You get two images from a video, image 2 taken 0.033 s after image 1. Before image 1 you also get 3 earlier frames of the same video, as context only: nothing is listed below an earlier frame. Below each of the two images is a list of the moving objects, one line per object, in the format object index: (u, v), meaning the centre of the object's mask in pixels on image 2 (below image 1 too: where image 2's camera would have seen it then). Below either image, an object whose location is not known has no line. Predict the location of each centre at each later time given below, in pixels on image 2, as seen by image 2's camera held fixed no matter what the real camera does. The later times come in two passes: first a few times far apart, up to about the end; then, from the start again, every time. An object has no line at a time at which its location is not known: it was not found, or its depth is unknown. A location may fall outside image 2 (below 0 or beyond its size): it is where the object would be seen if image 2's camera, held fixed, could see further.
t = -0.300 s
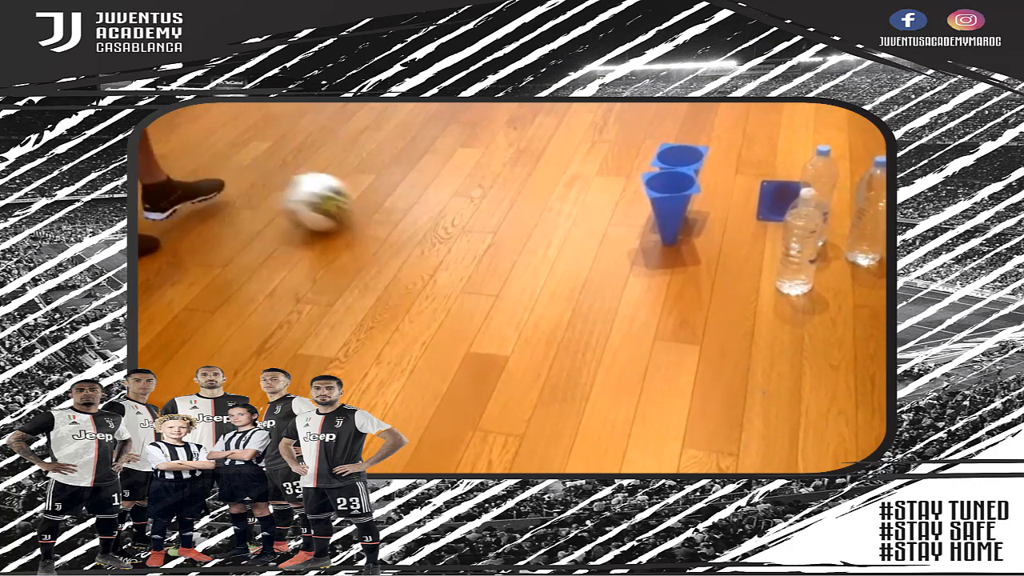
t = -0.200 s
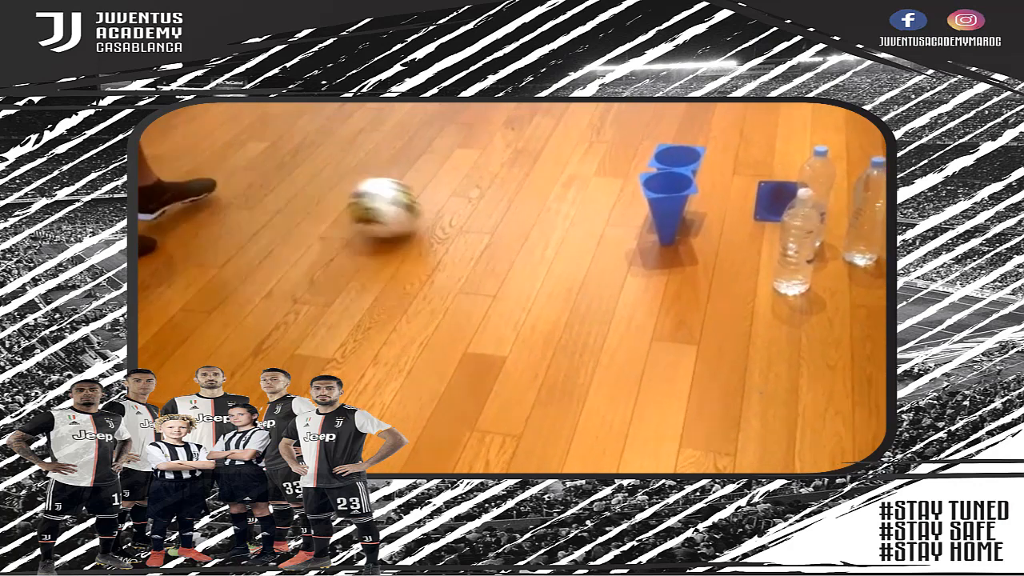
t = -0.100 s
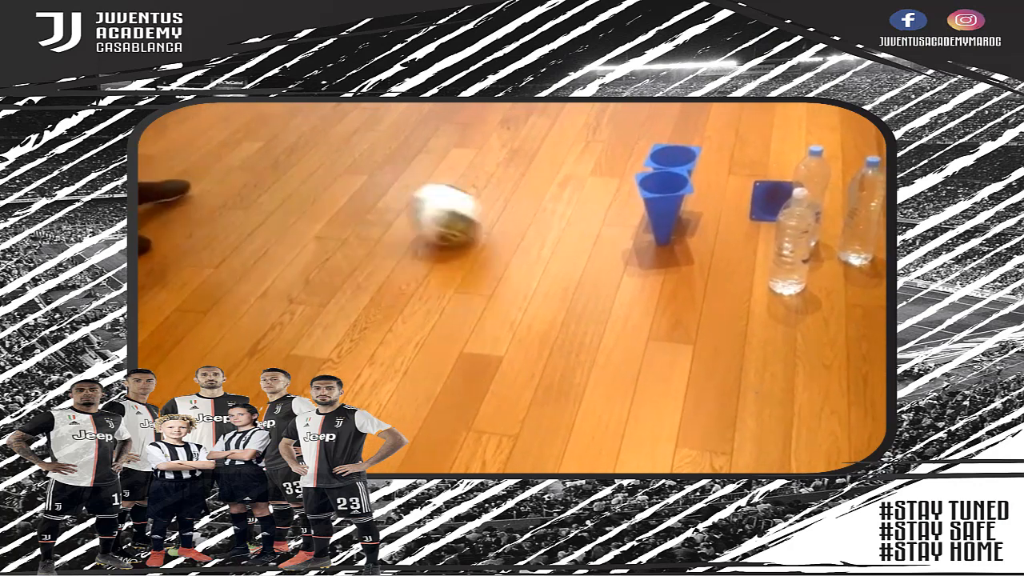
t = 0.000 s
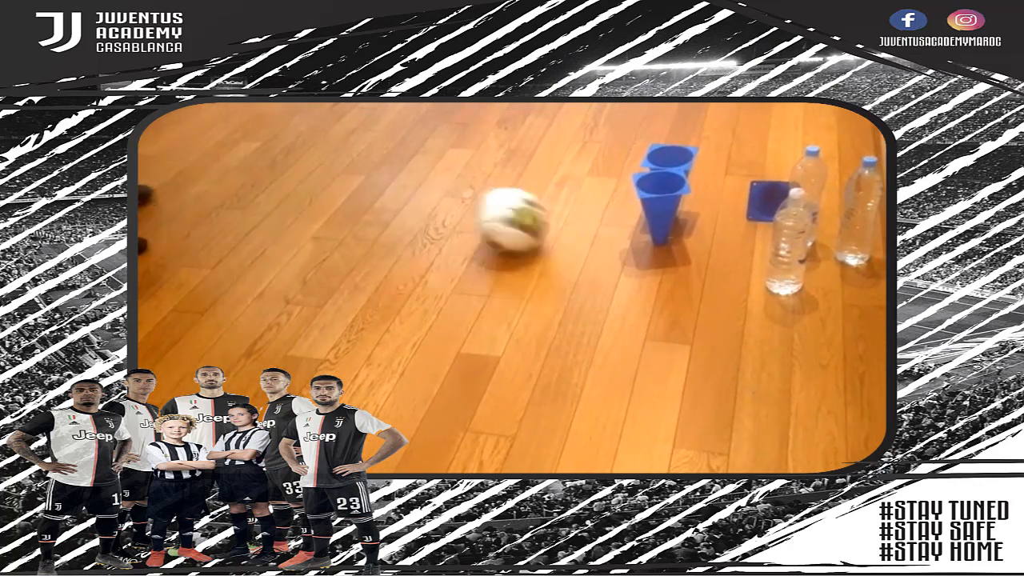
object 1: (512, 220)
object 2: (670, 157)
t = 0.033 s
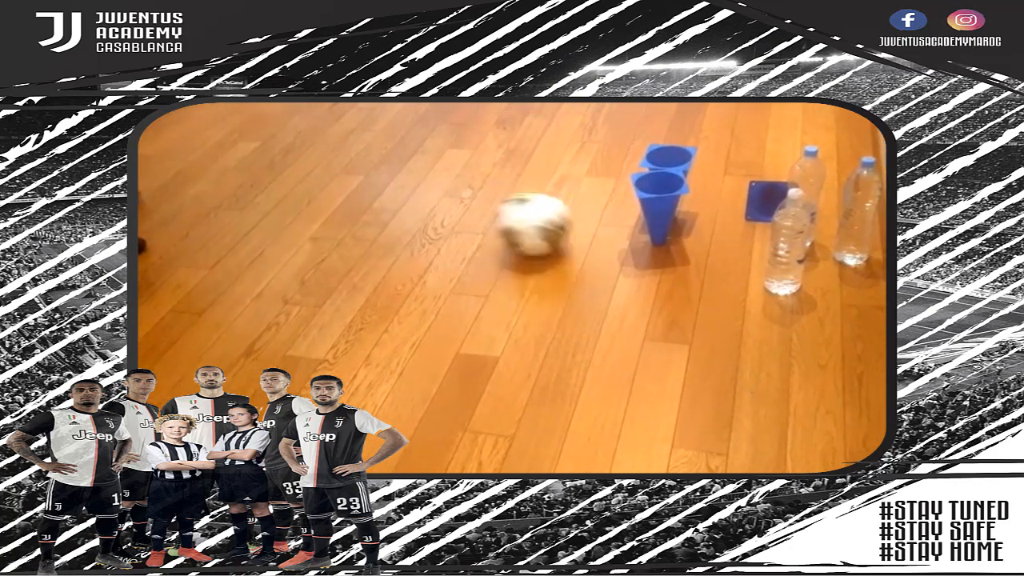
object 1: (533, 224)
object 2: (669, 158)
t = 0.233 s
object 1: (661, 239)
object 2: (664, 169)
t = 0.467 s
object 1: (697, 244)
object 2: (670, 174)
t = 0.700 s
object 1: (674, 247)
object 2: (687, 169)
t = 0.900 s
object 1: (657, 249)
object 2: (709, 173)
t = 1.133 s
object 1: (640, 247)
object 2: (711, 174)
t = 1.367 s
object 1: (626, 245)
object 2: (714, 178)
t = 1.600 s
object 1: (616, 239)
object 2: (717, 178)
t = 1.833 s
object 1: (608, 235)
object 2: (720, 178)
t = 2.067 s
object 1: (605, 229)
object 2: (724, 177)
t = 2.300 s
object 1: (607, 225)
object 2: (727, 177)
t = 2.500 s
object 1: (615, 223)
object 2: (729, 177)
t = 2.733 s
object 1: (626, 223)
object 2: (730, 178)
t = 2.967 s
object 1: (639, 225)
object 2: (730, 178)
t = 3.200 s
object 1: (650, 229)
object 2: (729, 179)
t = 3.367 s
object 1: (658, 232)
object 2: (728, 179)
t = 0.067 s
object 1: (554, 227)
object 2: (668, 158)
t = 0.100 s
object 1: (579, 228)
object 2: (666, 158)
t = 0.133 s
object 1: (602, 229)
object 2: (665, 158)
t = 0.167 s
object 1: (623, 233)
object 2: (663, 157)
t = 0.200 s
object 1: (642, 236)
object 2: (661, 167)
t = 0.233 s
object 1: (661, 239)
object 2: (664, 169)
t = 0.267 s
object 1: (681, 241)
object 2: (665, 170)
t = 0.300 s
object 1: (705, 245)
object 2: (666, 173)
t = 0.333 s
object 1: (721, 247)
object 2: (667, 173)
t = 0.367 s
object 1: (717, 241)
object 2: (667, 173)
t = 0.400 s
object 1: (711, 239)
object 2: (668, 173)
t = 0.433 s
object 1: (704, 240)
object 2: (669, 174)
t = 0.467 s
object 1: (697, 244)
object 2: (670, 174)
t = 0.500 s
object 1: (692, 247)
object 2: (672, 172)
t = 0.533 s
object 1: (690, 244)
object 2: (674, 170)
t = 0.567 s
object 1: (686, 243)
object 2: (676, 171)
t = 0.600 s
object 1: (683, 246)
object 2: (677, 175)
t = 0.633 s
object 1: (680, 249)
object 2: (680, 174)
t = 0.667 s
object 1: (676, 247)
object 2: (684, 170)
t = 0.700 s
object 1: (674, 247)
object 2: (687, 169)
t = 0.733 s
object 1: (671, 250)
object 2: (691, 170)
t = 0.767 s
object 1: (668, 248)
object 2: (696, 170)
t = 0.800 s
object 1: (665, 248)
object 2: (700, 171)
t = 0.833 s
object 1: (663, 250)
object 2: (704, 171)
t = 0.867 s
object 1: (660, 249)
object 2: (707, 172)
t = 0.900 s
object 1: (657, 249)
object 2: (709, 173)
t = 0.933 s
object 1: (655, 249)
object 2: (710, 173)
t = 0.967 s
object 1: (653, 250)
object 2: (711, 174)
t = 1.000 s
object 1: (650, 249)
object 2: (710, 174)
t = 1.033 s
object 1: (647, 249)
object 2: (711, 174)
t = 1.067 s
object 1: (645, 248)
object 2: (711, 174)
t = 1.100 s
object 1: (642, 248)
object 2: (711, 174)
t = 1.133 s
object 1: (640, 247)
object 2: (711, 174)
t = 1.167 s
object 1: (637, 247)
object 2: (712, 175)
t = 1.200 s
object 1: (635, 247)
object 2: (712, 175)
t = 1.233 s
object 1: (633, 247)
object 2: (713, 176)
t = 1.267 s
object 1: (631, 246)
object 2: (713, 177)
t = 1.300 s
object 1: (629, 246)
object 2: (714, 177)
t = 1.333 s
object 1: (628, 245)
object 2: (714, 177)
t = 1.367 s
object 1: (626, 245)
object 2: (714, 178)
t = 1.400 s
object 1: (624, 244)
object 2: (715, 178)
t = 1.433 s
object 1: (622, 244)
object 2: (715, 178)
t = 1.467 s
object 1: (621, 242)
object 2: (715, 178)
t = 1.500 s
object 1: (619, 241)
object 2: (715, 178)
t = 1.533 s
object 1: (618, 242)
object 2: (716, 178)
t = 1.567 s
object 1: (617, 241)
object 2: (716, 178)
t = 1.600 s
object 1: (616, 239)
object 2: (717, 178)
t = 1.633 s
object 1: (614, 238)
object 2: (717, 178)
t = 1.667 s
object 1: (613, 238)
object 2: (717, 177)
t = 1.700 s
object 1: (612, 237)
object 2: (718, 177)
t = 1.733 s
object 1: (611, 237)
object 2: (718, 177)
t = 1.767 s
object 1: (611, 236)
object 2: (719, 177)
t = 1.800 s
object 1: (610, 236)
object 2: (720, 178)
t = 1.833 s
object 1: (608, 235)
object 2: (720, 178)
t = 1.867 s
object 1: (609, 235)
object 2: (721, 178)
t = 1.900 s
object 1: (608, 234)
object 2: (722, 178)
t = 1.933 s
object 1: (607, 233)
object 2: (722, 178)
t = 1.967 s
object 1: (607, 232)
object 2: (723, 178)
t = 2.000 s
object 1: (606, 231)
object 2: (723, 178)
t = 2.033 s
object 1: (606, 230)
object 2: (723, 177)
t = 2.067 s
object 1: (605, 229)
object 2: (724, 177)
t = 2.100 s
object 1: (605, 228)
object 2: (724, 177)
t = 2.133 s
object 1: (605, 228)
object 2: (725, 177)
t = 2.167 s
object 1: (606, 227)
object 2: (725, 177)
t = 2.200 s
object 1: (606, 226)
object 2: (726, 177)
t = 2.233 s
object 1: (606, 226)
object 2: (726, 177)
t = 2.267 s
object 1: (606, 226)
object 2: (726, 177)
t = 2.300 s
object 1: (607, 225)
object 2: (727, 177)
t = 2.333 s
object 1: (607, 225)
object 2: (727, 177)
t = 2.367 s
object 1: (609, 225)
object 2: (727, 177)
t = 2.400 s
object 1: (611, 224)
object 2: (728, 177)
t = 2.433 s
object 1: (611, 224)
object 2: (728, 177)
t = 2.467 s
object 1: (613, 223)
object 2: (728, 177)
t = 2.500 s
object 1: (615, 223)
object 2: (729, 177)
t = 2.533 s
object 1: (617, 223)
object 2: (729, 177)
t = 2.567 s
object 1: (618, 223)
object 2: (730, 177)
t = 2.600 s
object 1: (619, 223)
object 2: (730, 177)
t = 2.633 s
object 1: (621, 223)
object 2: (730, 177)
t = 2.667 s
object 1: (623, 223)
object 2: (730, 177)
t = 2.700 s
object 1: (625, 223)
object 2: (730, 177)
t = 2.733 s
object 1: (626, 223)
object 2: (730, 178)
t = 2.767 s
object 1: (628, 223)
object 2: (730, 178)
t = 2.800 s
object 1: (630, 223)
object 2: (730, 178)
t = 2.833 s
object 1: (632, 223)
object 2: (730, 178)
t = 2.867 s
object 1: (634, 224)
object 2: (730, 178)
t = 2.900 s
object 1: (636, 224)
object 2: (730, 178)
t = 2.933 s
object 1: (637, 225)
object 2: (730, 178)
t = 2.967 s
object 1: (639, 225)
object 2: (730, 178)
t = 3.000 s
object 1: (640, 226)
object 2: (730, 178)
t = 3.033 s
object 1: (642, 226)
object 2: (730, 178)
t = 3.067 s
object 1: (643, 226)
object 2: (730, 178)
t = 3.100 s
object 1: (645, 227)
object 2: (729, 178)
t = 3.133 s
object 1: (647, 228)
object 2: (729, 178)
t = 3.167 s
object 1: (649, 228)
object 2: (729, 178)
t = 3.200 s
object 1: (650, 229)
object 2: (729, 179)
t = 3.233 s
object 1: (652, 230)
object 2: (729, 179)
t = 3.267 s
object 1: (654, 230)
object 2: (729, 179)
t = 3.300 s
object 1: (655, 231)
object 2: (729, 179)
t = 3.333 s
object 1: (657, 231)
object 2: (728, 179)
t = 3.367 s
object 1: (658, 232)
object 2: (728, 179)
